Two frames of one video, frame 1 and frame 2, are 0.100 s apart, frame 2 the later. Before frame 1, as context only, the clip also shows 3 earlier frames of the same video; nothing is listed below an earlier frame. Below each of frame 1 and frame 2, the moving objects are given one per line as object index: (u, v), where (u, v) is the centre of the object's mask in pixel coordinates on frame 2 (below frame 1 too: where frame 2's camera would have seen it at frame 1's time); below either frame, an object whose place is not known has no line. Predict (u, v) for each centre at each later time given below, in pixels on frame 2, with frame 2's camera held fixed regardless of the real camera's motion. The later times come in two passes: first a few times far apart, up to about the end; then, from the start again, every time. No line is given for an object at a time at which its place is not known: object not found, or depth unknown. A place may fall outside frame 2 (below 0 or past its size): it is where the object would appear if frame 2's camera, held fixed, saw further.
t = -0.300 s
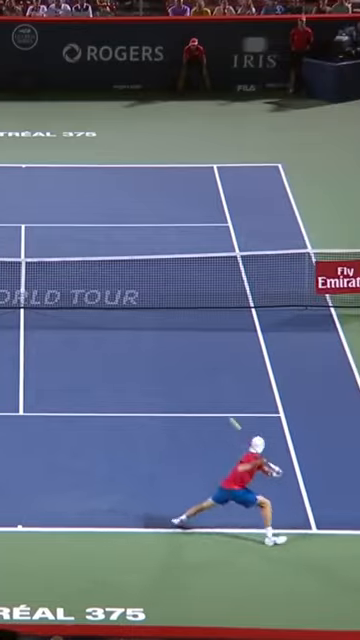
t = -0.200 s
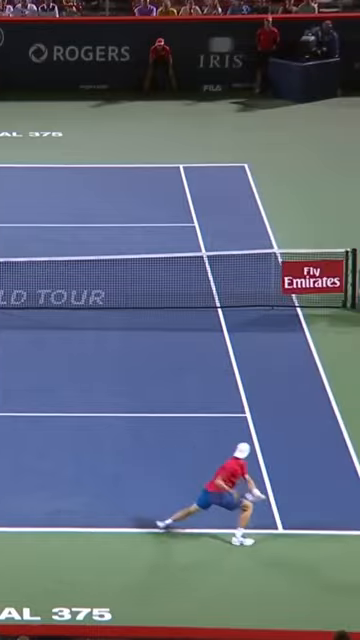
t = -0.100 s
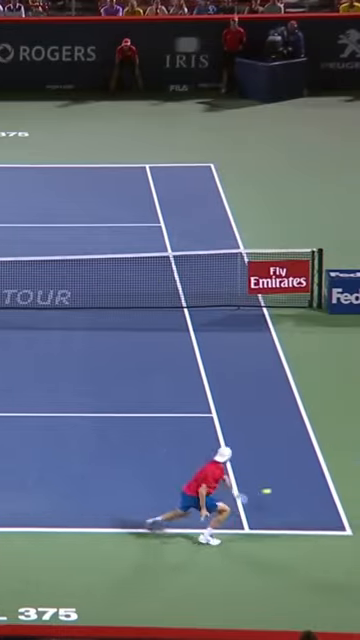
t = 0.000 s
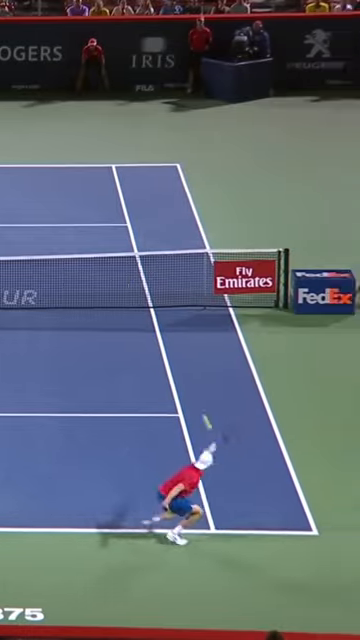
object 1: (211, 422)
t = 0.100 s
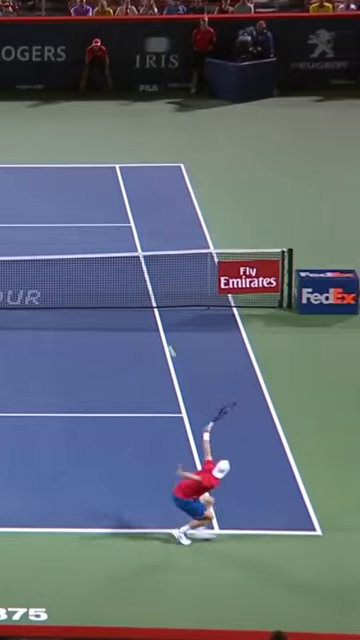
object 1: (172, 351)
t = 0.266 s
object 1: (118, 269)
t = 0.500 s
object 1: (62, 209)
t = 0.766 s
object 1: (14, 191)
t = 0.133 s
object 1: (158, 331)
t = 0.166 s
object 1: (149, 313)
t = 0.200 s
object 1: (138, 297)
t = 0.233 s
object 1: (128, 282)
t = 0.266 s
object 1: (118, 269)
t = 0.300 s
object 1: (110, 259)
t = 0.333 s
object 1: (100, 246)
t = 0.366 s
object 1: (92, 236)
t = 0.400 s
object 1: (84, 229)
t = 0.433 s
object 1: (77, 221)
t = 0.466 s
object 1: (70, 215)
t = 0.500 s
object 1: (62, 209)
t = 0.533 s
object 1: (55, 204)
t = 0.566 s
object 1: (49, 200)
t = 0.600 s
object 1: (42, 197)
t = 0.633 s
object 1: (36, 195)
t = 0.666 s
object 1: (30, 193)
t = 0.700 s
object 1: (25, 192)
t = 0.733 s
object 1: (19, 191)
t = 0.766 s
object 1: (14, 191)
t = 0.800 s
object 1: (9, 192)
